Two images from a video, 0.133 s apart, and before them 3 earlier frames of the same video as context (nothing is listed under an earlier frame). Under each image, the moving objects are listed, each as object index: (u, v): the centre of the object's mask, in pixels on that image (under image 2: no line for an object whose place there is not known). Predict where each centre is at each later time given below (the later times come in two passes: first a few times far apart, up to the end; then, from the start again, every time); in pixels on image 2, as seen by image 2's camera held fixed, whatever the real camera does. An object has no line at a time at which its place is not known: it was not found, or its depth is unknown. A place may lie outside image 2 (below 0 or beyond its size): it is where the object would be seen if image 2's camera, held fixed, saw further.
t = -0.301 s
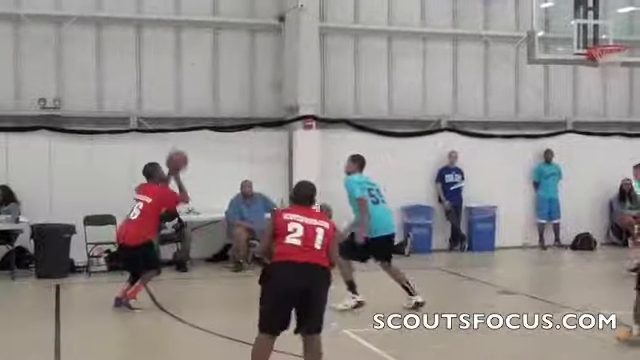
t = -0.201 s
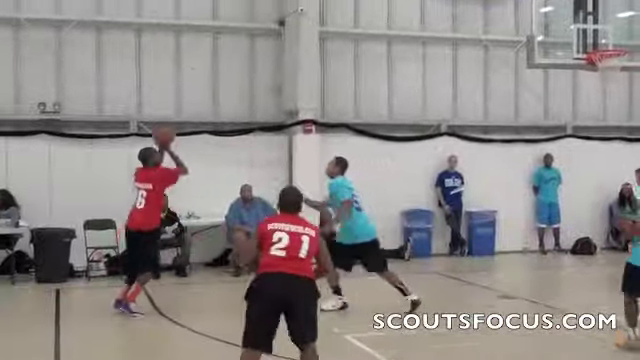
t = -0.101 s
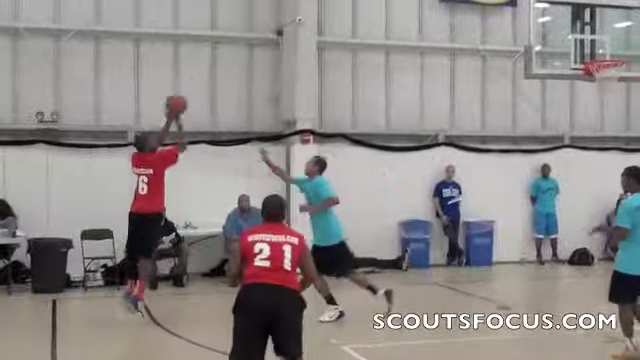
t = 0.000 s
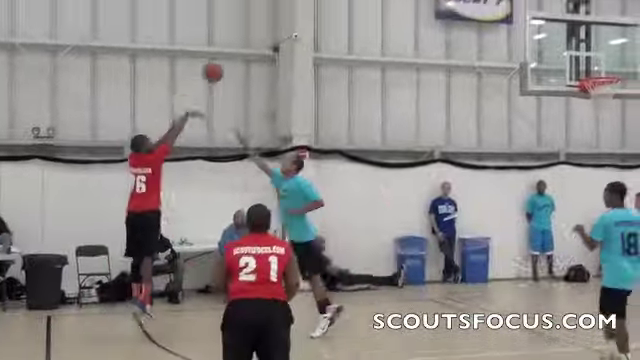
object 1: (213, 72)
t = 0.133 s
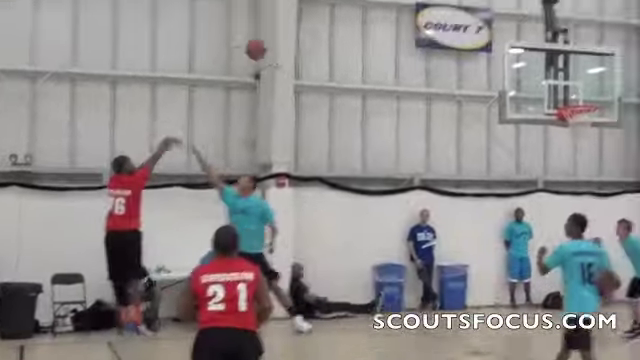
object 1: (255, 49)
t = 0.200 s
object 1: (285, 32)
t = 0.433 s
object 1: (379, 0)
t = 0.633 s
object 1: (452, 7)
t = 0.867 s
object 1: (529, 52)
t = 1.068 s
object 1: (581, 111)
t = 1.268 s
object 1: (577, 113)
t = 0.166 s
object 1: (271, 40)
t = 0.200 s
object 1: (285, 32)
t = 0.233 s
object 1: (299, 24)
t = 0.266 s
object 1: (313, 18)
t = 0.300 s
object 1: (327, 14)
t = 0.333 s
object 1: (340, 9)
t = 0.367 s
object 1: (353, 4)
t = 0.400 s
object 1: (367, 2)
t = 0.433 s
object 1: (379, 0)
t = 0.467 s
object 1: (392, -1)
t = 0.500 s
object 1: (404, 0)
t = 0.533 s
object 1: (417, 1)
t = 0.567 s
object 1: (428, 1)
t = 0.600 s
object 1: (440, 4)
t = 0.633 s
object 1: (452, 7)
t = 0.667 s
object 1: (463, 12)
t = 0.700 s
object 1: (473, 16)
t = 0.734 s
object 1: (485, 23)
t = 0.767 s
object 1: (496, 28)
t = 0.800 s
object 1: (507, 36)
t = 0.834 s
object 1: (517, 44)
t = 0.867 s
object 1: (529, 52)
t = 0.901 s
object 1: (539, 62)
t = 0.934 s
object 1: (548, 72)
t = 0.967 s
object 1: (559, 82)
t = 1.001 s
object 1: (569, 94)
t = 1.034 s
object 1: (577, 107)
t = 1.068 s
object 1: (581, 111)
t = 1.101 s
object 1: (583, 114)
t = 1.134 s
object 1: (583, 115)
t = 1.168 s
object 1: (581, 116)
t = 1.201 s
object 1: (577, 119)
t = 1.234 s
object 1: (580, 117)
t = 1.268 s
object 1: (577, 113)
